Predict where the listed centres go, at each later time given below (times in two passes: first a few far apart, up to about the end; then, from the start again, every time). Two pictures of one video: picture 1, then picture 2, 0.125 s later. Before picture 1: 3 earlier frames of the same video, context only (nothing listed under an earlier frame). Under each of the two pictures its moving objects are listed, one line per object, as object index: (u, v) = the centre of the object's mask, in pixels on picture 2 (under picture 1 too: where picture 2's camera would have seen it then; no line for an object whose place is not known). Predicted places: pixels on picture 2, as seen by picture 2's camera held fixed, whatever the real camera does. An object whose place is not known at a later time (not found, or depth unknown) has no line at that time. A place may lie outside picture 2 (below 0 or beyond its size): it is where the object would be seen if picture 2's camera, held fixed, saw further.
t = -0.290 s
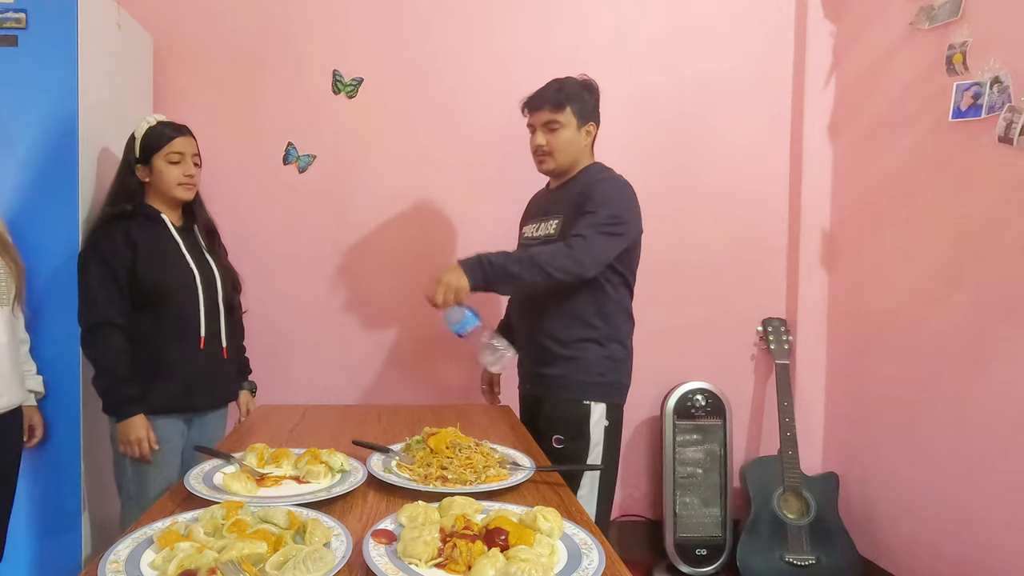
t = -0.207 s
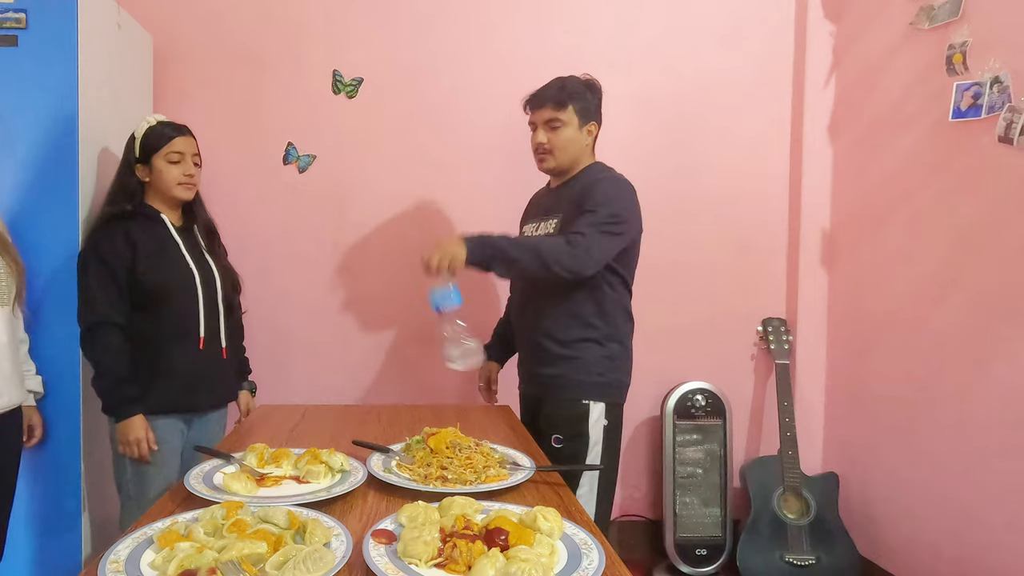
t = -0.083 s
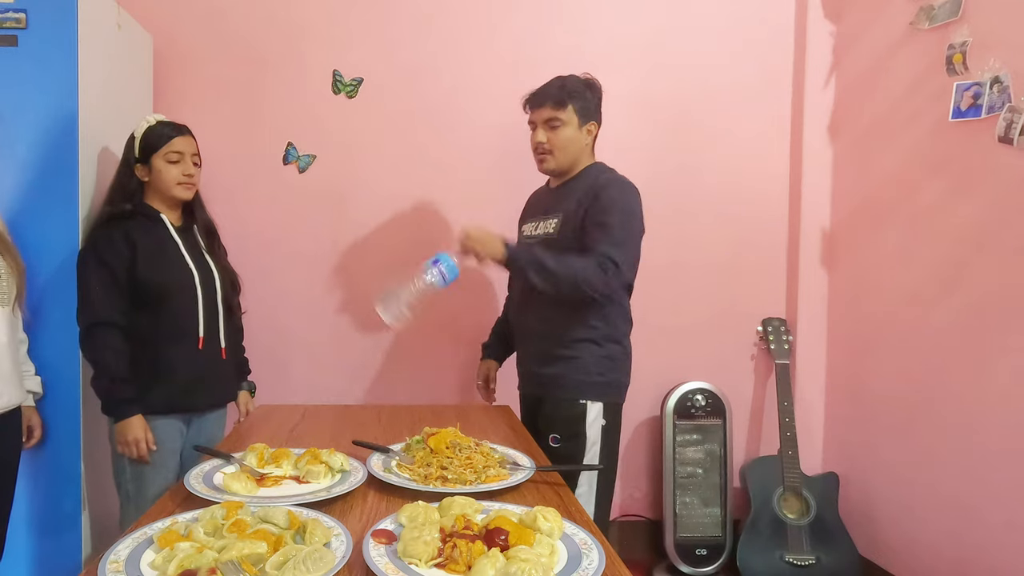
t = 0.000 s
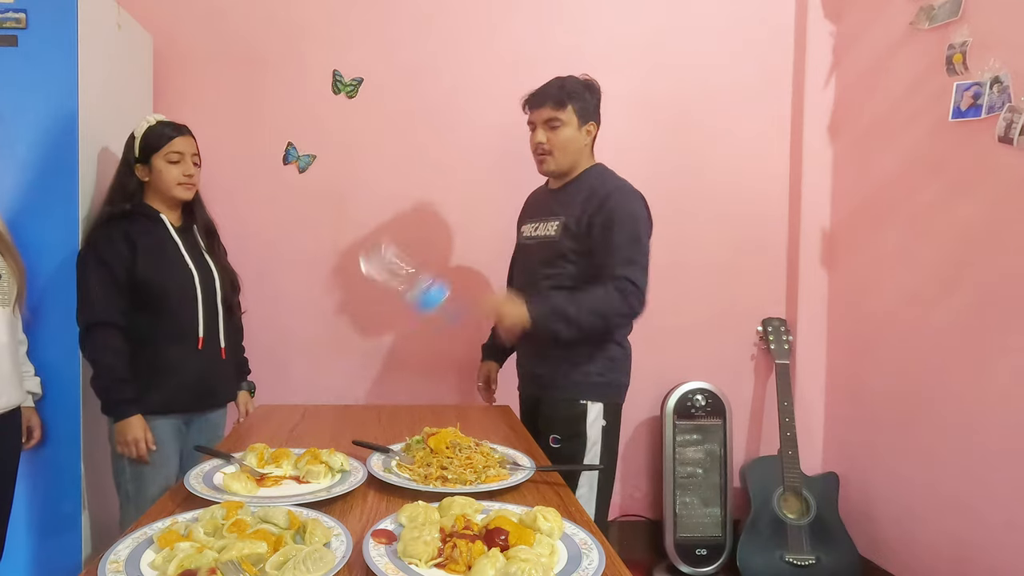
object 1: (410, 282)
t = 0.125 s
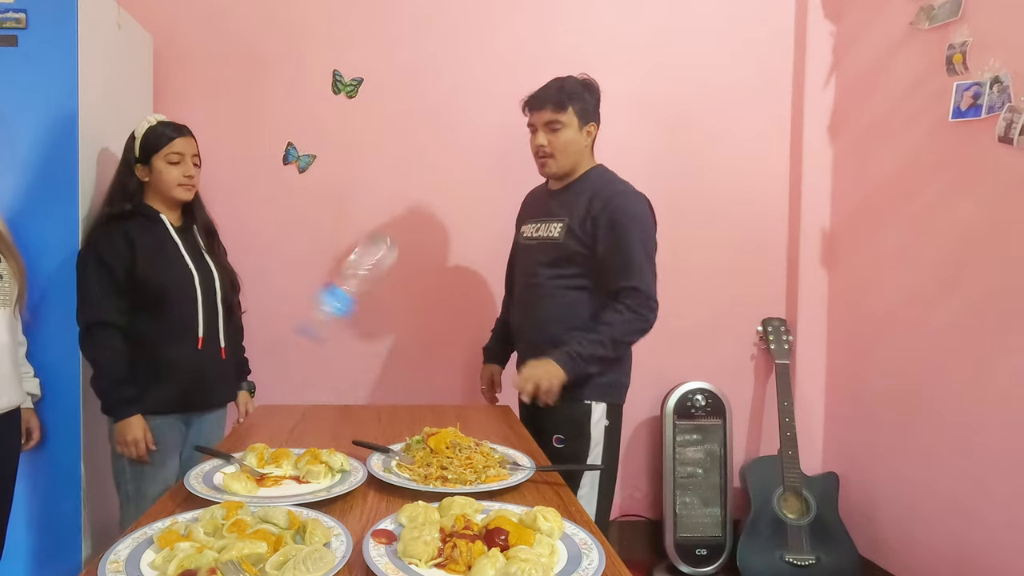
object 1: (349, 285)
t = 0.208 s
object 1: (333, 289)
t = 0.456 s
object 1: (368, 376)
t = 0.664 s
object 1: (376, 405)
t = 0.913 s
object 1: (371, 404)
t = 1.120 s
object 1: (372, 405)
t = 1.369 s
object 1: (373, 405)
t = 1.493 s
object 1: (372, 405)
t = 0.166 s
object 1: (335, 284)
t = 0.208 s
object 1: (333, 289)
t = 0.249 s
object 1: (338, 310)
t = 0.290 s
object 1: (342, 343)
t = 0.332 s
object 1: (349, 370)
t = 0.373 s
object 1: (359, 369)
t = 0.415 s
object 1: (364, 371)
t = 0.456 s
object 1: (368, 376)
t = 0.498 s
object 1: (370, 383)
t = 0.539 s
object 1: (373, 393)
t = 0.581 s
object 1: (373, 406)
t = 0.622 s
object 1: (377, 406)
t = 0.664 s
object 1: (376, 405)
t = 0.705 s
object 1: (375, 405)
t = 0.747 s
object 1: (374, 405)
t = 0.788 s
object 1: (373, 405)
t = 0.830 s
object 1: (372, 405)
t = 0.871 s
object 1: (371, 404)
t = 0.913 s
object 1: (371, 404)
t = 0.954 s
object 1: (371, 404)
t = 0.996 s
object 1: (371, 404)
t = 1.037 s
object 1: (371, 404)
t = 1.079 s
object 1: (371, 404)
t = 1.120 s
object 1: (372, 405)
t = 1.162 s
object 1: (373, 405)
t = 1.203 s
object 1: (373, 405)
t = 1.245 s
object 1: (373, 405)
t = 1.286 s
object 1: (373, 405)
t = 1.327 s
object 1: (373, 405)
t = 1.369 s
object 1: (373, 405)
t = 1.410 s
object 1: (373, 405)
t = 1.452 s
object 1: (373, 405)
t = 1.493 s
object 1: (372, 405)
